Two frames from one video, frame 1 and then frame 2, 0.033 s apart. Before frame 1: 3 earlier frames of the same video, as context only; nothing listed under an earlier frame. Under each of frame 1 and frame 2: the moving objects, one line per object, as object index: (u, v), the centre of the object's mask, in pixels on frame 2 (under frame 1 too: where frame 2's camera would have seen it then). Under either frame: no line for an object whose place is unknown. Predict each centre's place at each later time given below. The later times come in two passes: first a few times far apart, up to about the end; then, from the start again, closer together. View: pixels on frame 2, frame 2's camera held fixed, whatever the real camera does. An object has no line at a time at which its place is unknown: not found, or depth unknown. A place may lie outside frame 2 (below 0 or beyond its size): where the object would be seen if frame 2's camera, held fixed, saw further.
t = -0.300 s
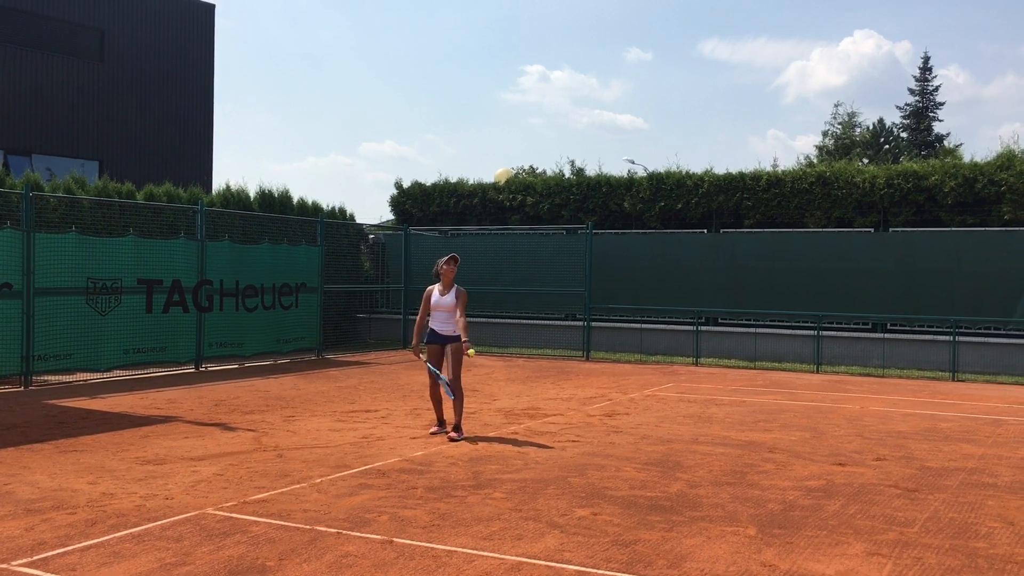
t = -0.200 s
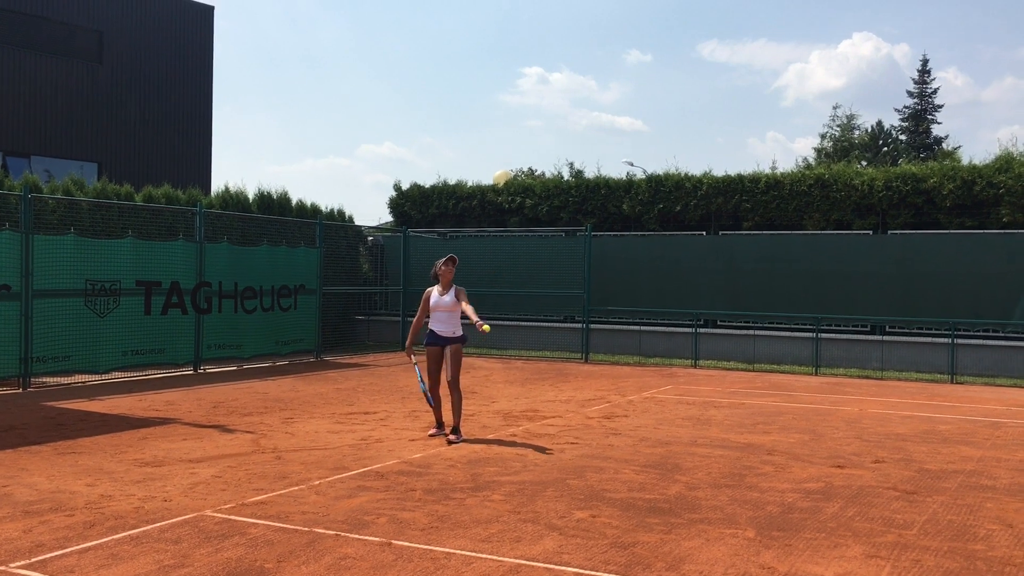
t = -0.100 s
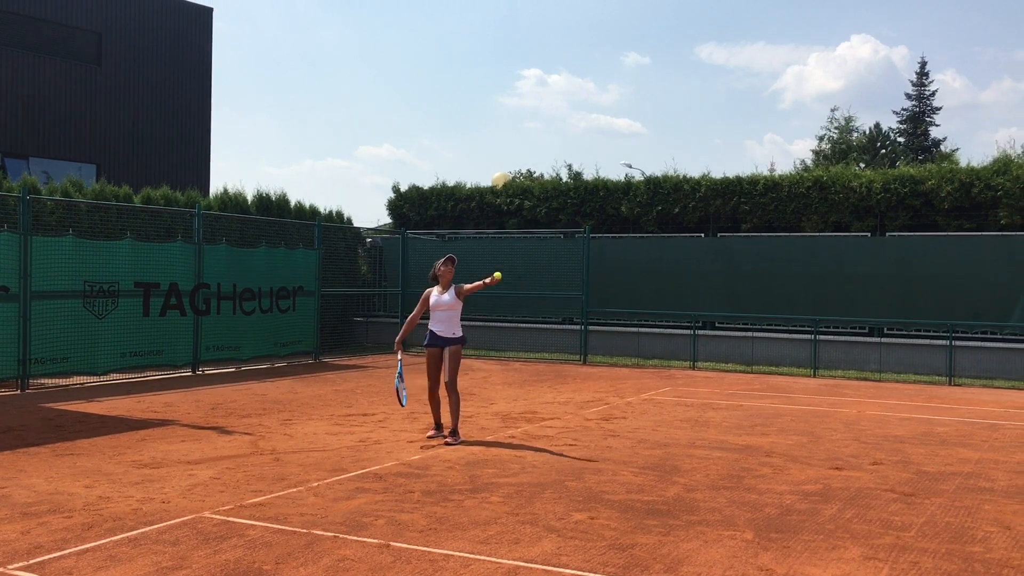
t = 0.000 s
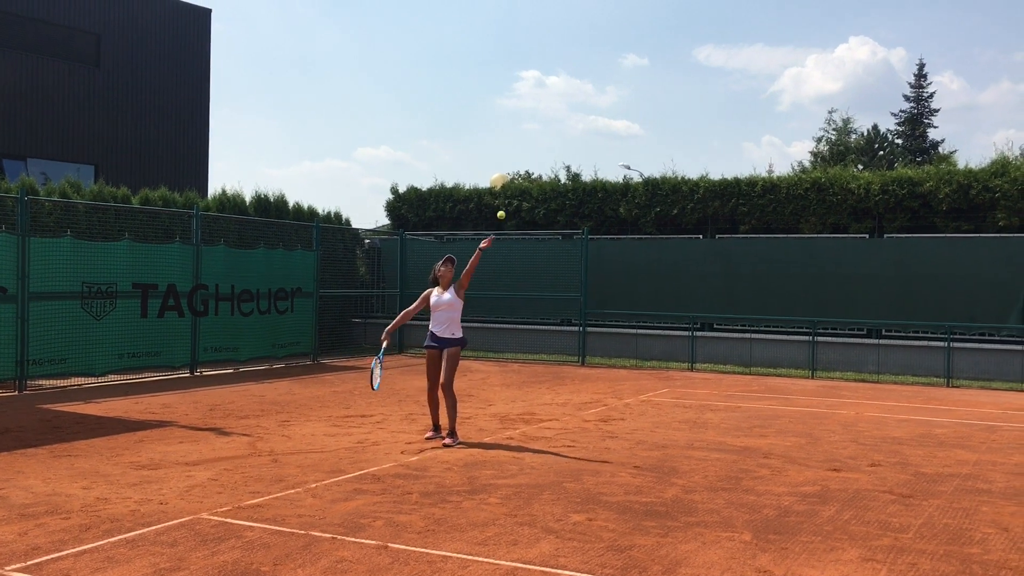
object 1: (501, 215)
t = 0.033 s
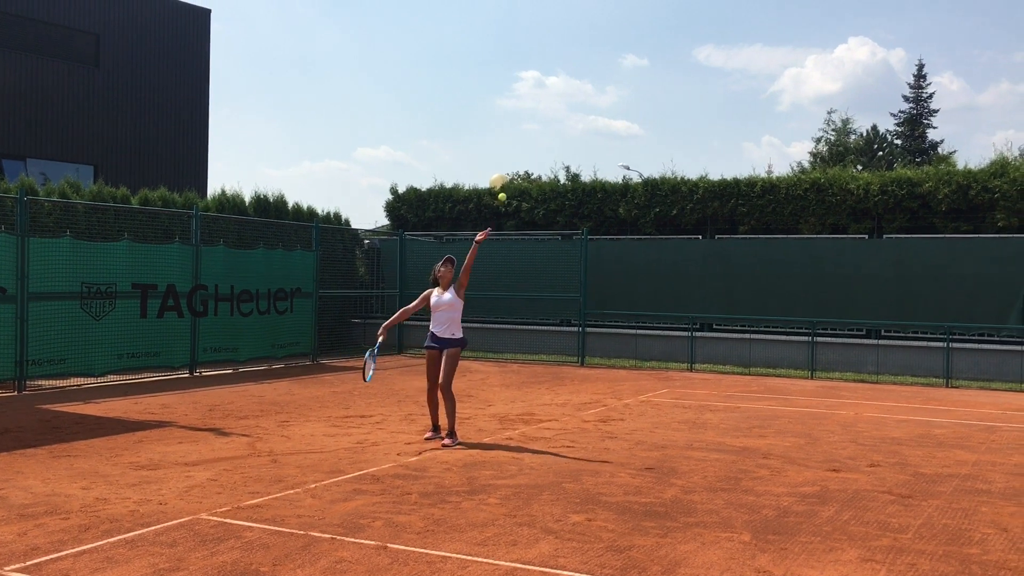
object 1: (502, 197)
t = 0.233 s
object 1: (511, 114)
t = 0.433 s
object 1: (519, 76)
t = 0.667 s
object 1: (527, 86)
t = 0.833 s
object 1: (530, 128)
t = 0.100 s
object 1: (505, 165)
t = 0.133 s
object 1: (507, 150)
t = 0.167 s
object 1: (508, 137)
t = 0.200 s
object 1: (510, 125)
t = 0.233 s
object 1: (511, 114)
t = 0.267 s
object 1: (512, 105)
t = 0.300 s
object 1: (514, 96)
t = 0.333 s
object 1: (515, 89)
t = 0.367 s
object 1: (517, 83)
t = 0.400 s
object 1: (518, 79)
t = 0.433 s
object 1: (519, 76)
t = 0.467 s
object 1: (520, 73)
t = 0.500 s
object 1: (521, 73)
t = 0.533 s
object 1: (522, 73)
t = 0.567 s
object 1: (524, 74)
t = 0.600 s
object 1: (524, 77)
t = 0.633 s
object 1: (525, 80)
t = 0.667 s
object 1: (527, 86)
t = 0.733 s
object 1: (528, 99)
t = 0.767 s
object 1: (529, 108)
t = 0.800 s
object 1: (530, 118)
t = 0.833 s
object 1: (530, 128)
